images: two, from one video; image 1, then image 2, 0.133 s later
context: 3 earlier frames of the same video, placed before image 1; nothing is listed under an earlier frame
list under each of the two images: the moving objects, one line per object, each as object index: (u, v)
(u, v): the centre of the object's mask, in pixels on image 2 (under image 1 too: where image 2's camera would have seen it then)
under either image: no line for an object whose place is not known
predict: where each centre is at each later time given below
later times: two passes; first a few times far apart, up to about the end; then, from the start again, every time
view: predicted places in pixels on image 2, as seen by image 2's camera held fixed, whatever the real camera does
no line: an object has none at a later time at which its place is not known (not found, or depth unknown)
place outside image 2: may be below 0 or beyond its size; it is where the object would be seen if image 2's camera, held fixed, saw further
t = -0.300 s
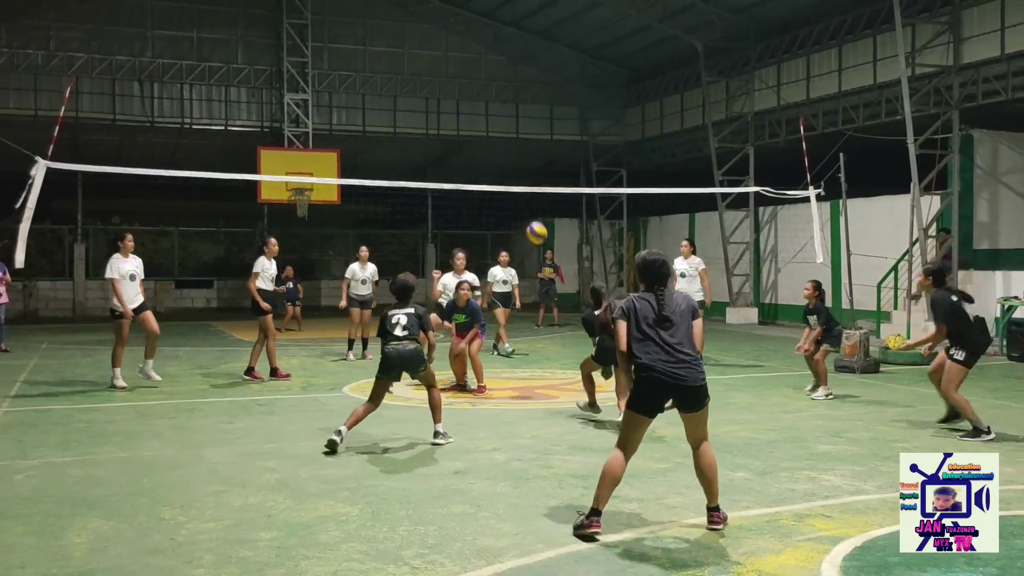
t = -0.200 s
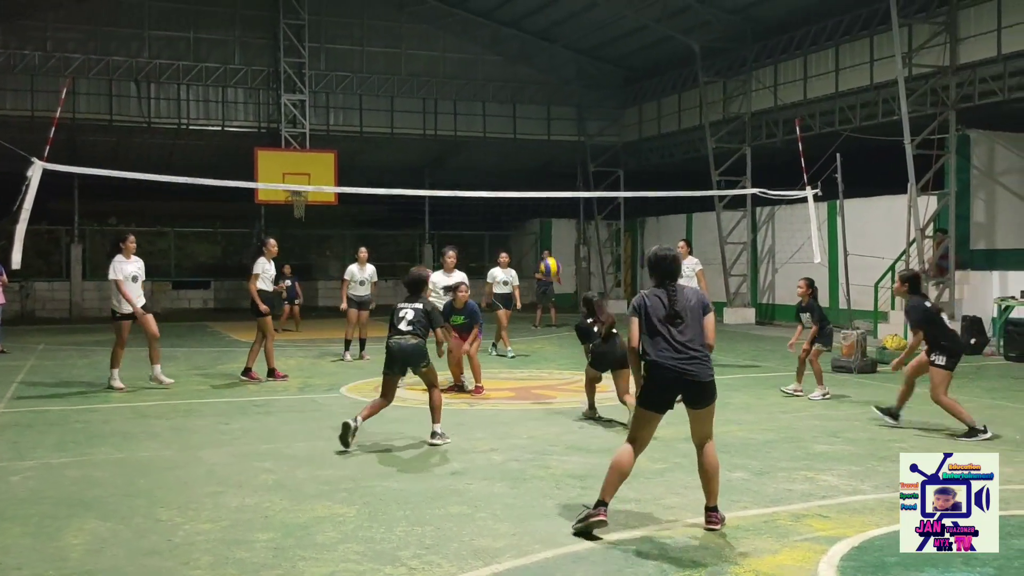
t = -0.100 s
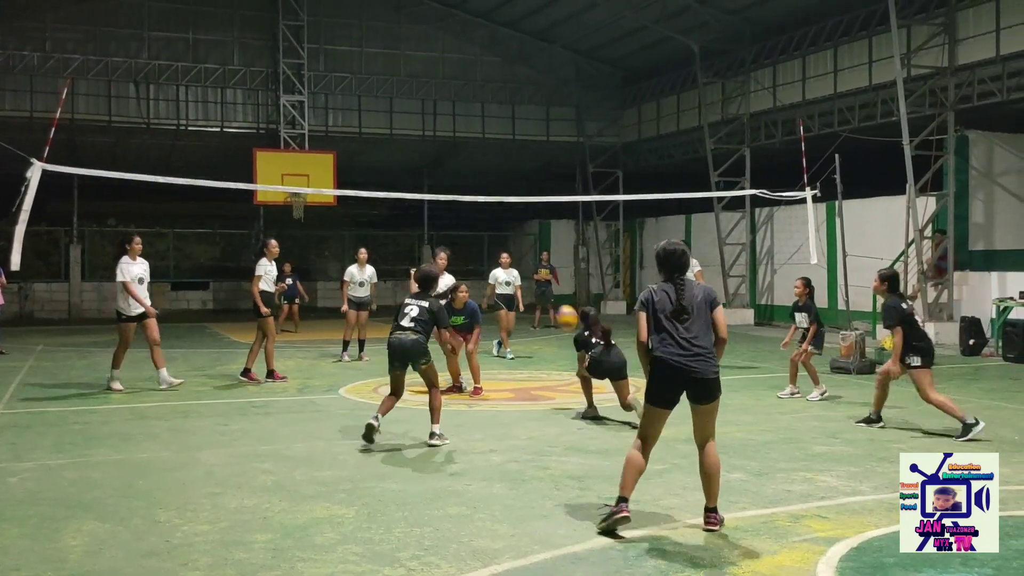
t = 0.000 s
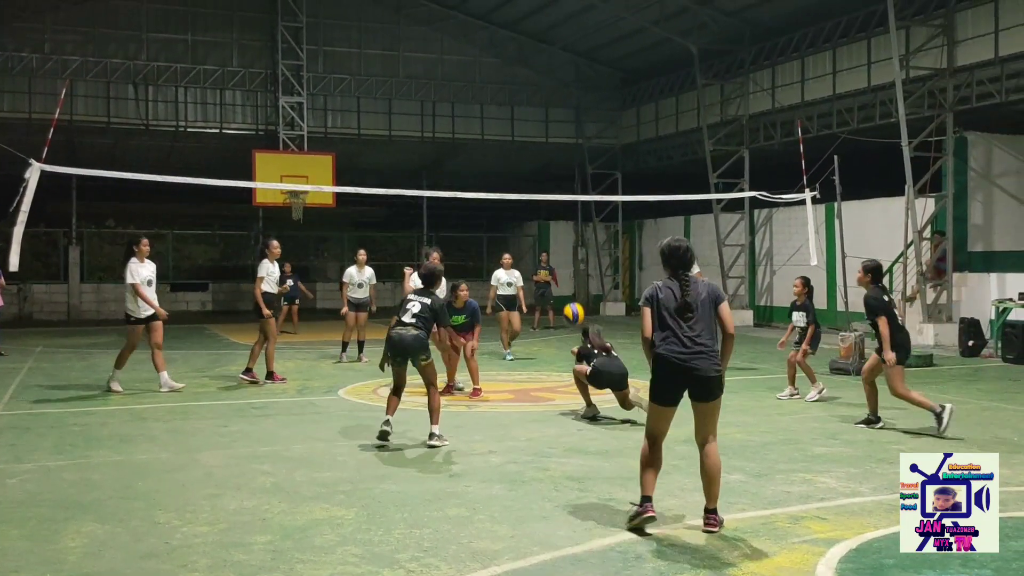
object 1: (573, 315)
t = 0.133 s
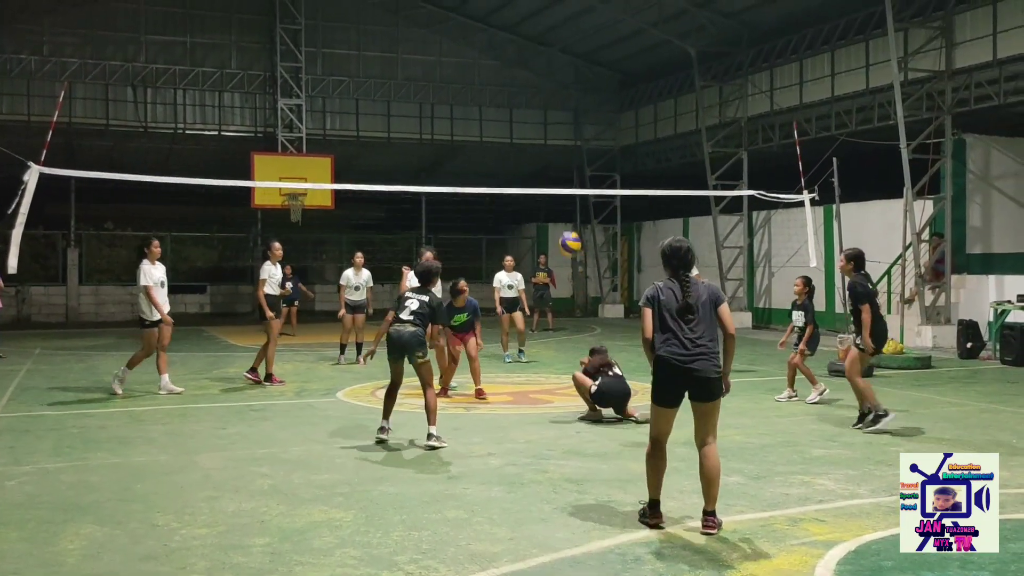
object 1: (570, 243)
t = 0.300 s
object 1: (566, 174)
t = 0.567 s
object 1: (560, 117)
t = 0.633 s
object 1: (558, 116)
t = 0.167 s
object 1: (569, 227)
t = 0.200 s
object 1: (568, 211)
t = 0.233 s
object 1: (567, 199)
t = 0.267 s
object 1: (566, 185)
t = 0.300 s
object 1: (566, 174)
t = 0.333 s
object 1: (564, 158)
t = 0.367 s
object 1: (564, 153)
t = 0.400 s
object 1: (564, 144)
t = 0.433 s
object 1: (563, 136)
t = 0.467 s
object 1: (562, 130)
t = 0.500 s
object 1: (561, 125)
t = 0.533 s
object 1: (561, 120)
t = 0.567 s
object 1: (560, 117)
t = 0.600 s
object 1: (559, 116)
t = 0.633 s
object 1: (558, 116)
